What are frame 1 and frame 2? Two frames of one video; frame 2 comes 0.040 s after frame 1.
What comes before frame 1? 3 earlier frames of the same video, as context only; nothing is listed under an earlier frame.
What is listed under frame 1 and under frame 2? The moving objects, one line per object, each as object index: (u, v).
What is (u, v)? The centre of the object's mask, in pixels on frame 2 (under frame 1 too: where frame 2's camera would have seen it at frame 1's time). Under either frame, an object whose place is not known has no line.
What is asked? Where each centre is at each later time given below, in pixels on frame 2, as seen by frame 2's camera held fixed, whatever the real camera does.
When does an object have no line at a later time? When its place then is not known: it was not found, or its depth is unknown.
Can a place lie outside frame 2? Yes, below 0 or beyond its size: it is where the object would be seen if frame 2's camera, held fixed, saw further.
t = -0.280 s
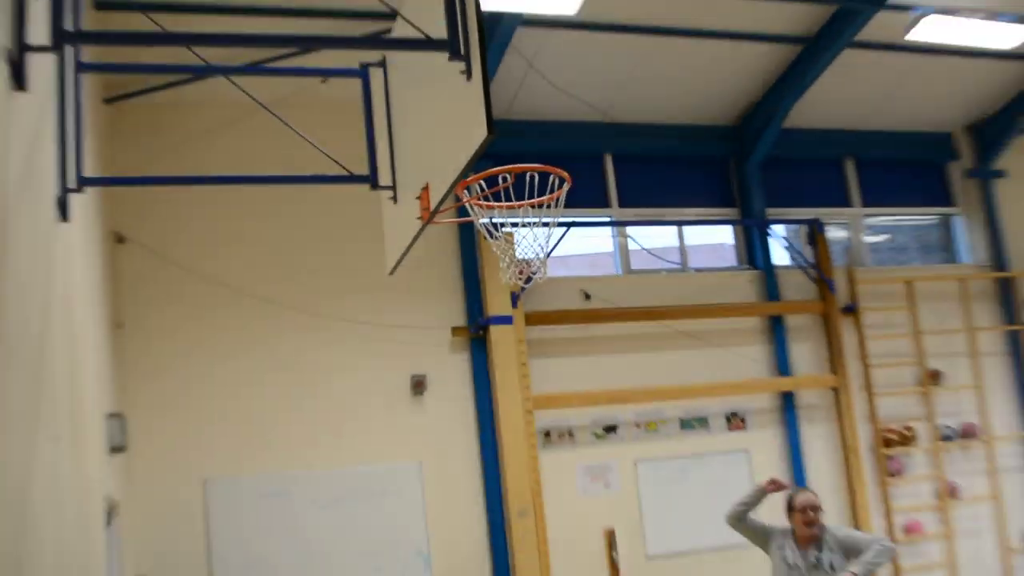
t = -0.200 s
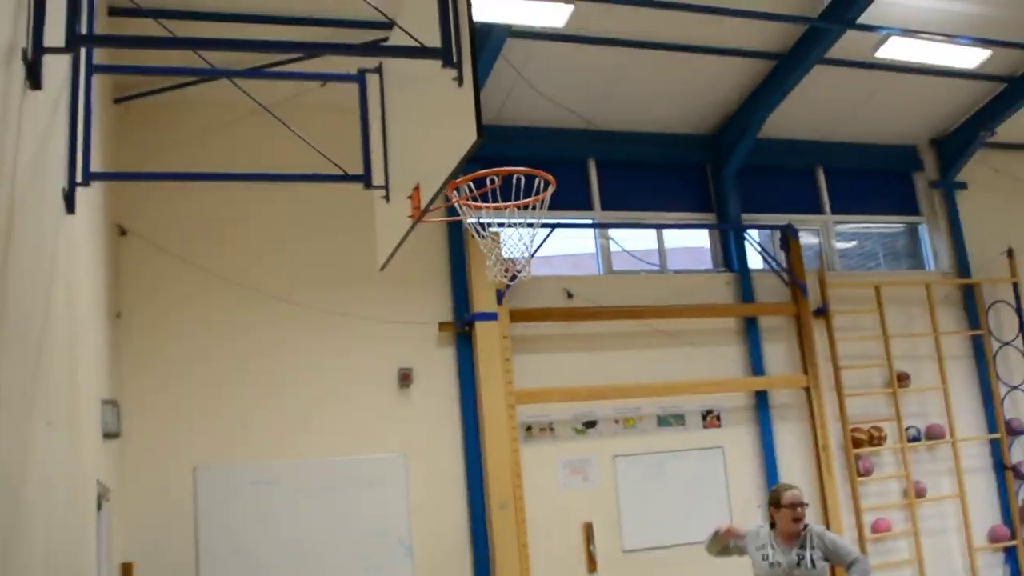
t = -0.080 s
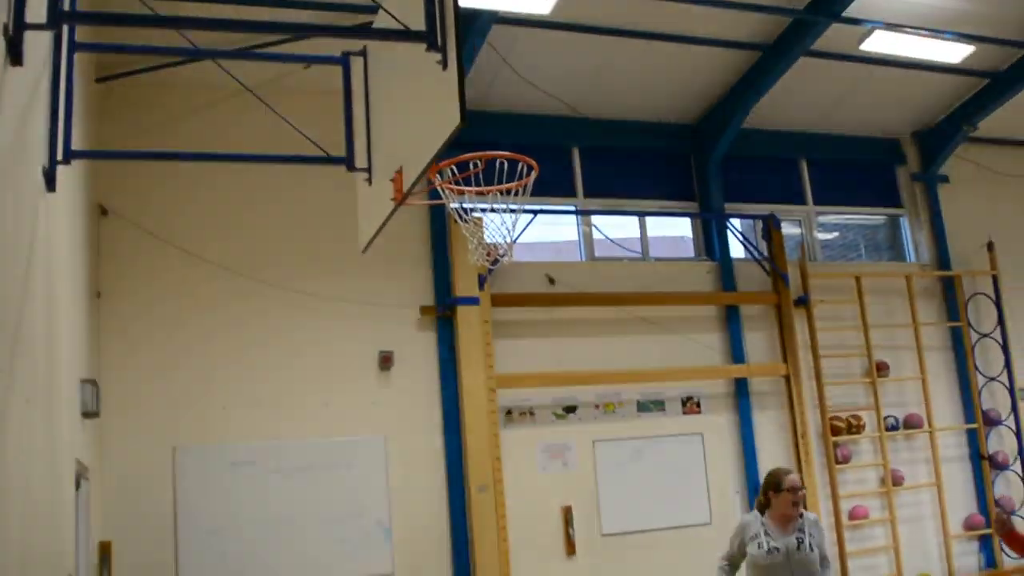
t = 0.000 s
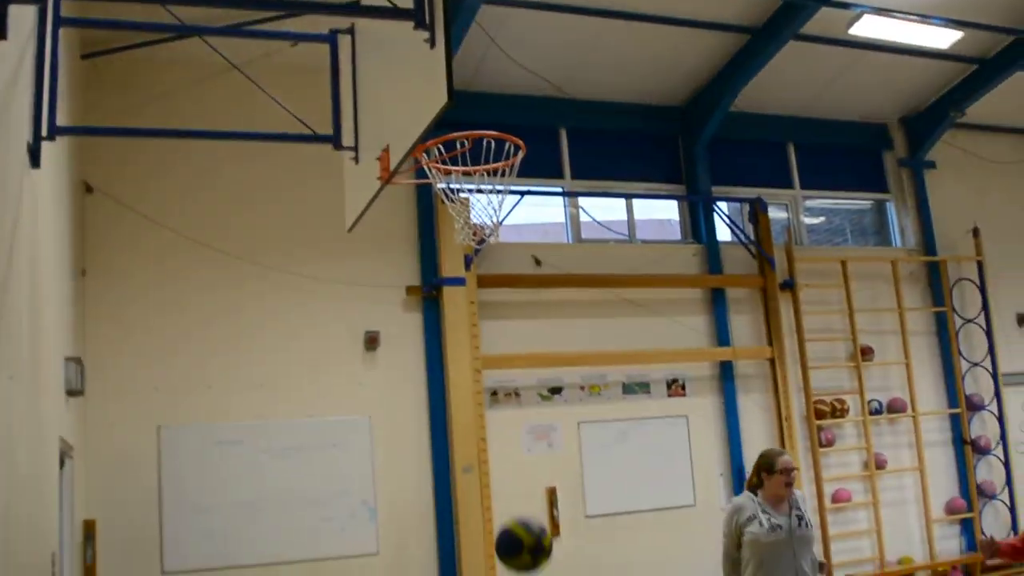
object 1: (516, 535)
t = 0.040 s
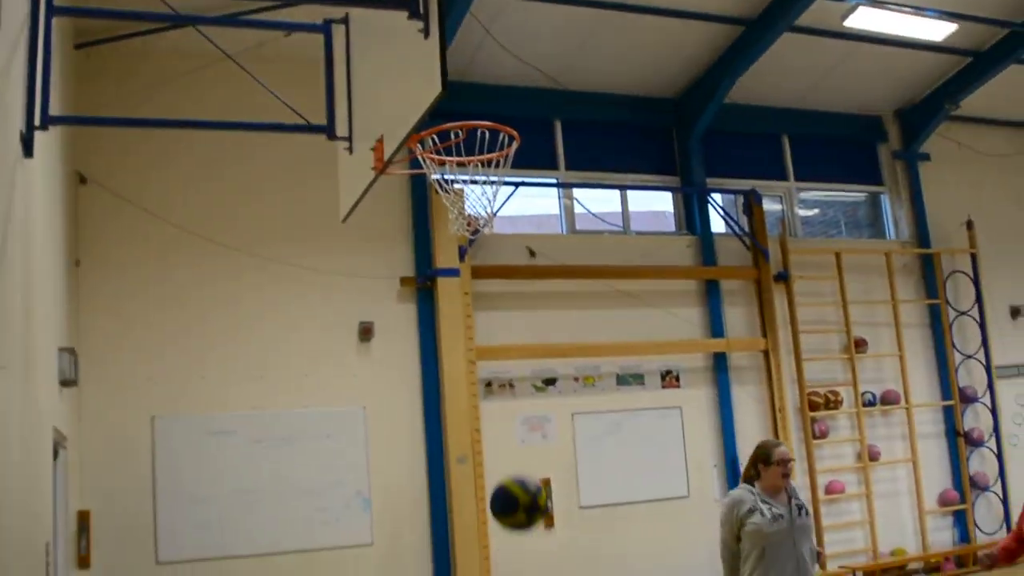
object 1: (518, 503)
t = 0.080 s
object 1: (520, 474)
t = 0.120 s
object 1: (521, 448)
